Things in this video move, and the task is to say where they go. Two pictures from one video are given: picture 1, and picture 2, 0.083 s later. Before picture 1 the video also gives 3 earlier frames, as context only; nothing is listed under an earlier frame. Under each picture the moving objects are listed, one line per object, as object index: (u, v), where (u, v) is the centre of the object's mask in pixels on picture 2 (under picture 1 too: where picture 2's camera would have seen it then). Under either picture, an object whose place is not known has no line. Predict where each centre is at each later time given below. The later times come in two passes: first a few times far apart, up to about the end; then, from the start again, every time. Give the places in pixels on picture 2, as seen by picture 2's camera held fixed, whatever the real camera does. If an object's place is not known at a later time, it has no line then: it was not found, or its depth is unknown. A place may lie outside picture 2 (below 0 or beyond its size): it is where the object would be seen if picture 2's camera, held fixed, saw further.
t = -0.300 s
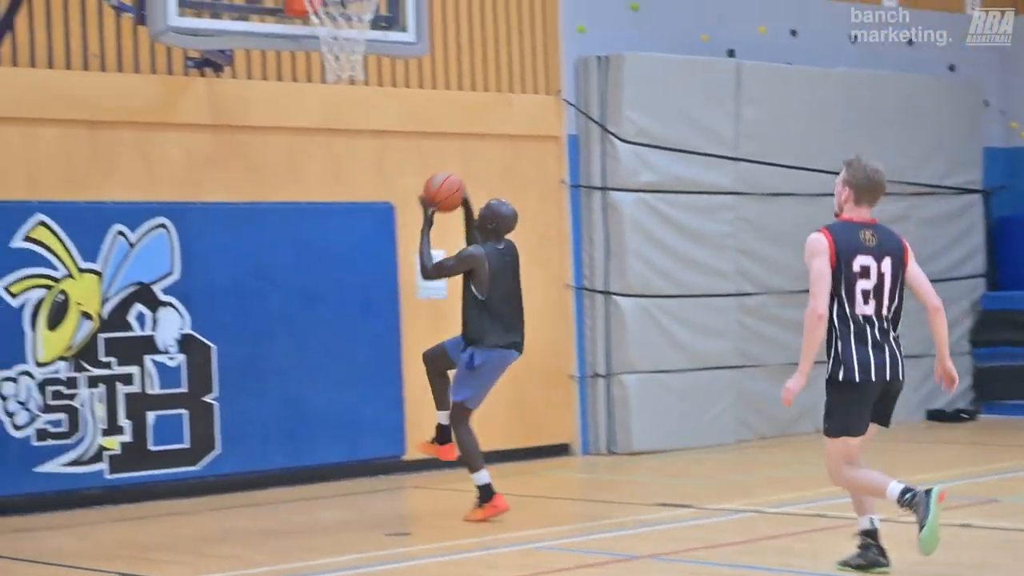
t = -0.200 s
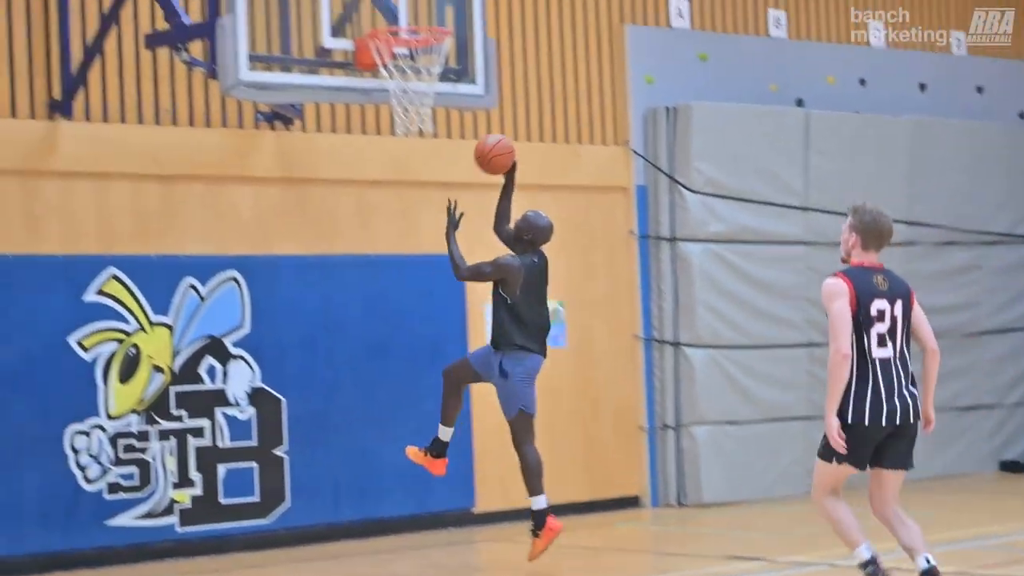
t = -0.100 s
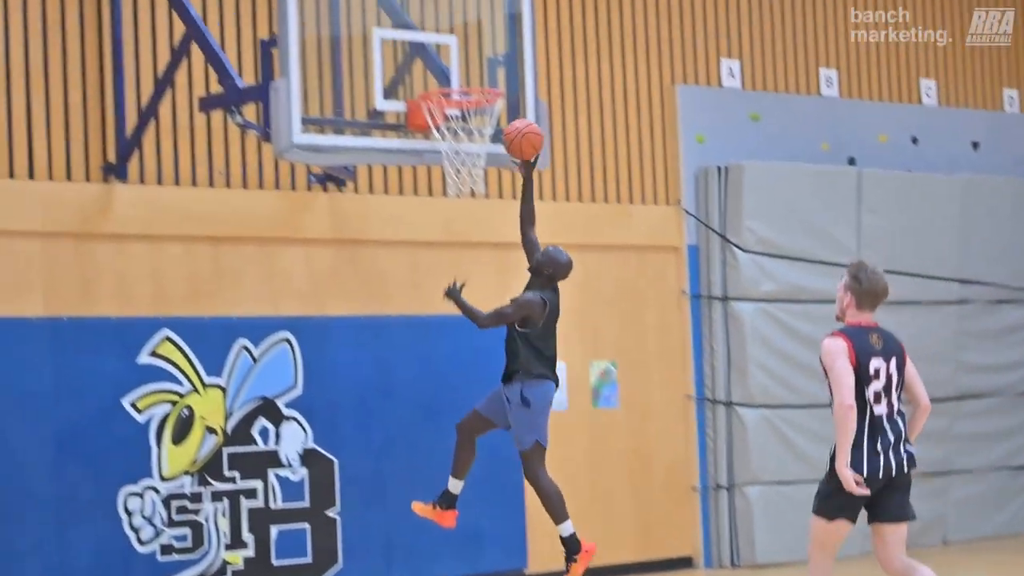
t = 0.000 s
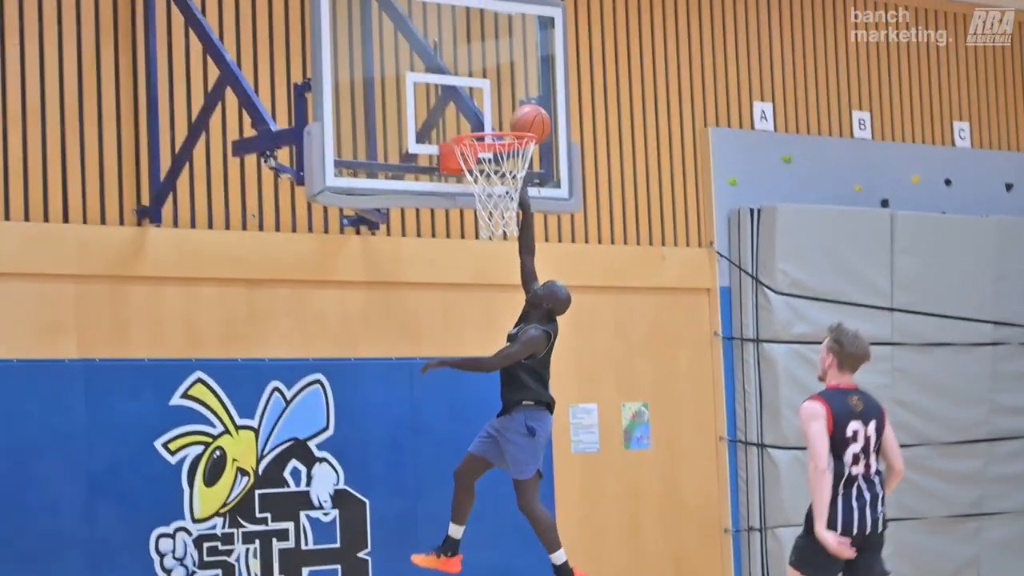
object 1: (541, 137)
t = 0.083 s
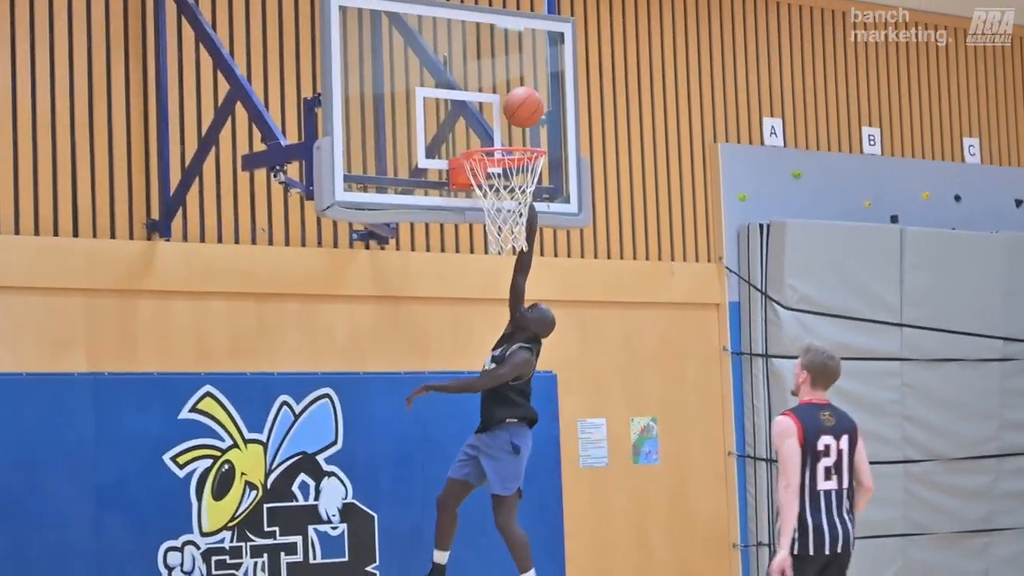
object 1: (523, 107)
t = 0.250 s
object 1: (527, 89)
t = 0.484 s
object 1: (534, 132)
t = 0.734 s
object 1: (512, 129)
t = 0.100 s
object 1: (523, 103)
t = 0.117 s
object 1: (524, 100)
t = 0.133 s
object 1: (524, 97)
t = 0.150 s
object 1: (524, 94)
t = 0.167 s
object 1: (525, 92)
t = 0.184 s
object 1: (525, 90)
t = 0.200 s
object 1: (526, 89)
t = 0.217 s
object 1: (526, 89)
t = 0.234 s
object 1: (526, 89)
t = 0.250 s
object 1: (527, 89)
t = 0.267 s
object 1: (527, 89)
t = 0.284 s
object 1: (528, 91)
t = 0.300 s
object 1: (528, 92)
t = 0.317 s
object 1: (529, 94)
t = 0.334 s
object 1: (530, 97)
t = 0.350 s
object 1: (530, 100)
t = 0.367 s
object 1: (531, 103)
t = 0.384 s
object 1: (531, 107)
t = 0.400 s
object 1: (532, 112)
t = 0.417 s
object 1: (533, 117)
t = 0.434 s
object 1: (534, 122)
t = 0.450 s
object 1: (534, 127)
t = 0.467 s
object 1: (535, 131)
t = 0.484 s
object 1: (534, 132)
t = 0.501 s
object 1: (533, 129)
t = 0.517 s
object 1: (531, 127)
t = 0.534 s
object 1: (529, 125)
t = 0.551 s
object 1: (528, 123)
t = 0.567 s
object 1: (526, 121)
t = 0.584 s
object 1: (524, 120)
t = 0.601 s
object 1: (523, 119)
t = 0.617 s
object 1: (522, 119)
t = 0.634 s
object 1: (520, 119)
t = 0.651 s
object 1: (519, 120)
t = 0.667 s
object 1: (518, 121)
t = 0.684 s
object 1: (516, 123)
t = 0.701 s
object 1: (515, 125)
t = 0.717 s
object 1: (513, 127)
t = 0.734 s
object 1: (512, 129)
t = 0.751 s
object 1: (511, 131)
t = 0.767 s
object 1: (509, 133)
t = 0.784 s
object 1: (508, 139)
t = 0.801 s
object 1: (507, 138)
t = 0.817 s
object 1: (506, 153)
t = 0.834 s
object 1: (504, 159)
